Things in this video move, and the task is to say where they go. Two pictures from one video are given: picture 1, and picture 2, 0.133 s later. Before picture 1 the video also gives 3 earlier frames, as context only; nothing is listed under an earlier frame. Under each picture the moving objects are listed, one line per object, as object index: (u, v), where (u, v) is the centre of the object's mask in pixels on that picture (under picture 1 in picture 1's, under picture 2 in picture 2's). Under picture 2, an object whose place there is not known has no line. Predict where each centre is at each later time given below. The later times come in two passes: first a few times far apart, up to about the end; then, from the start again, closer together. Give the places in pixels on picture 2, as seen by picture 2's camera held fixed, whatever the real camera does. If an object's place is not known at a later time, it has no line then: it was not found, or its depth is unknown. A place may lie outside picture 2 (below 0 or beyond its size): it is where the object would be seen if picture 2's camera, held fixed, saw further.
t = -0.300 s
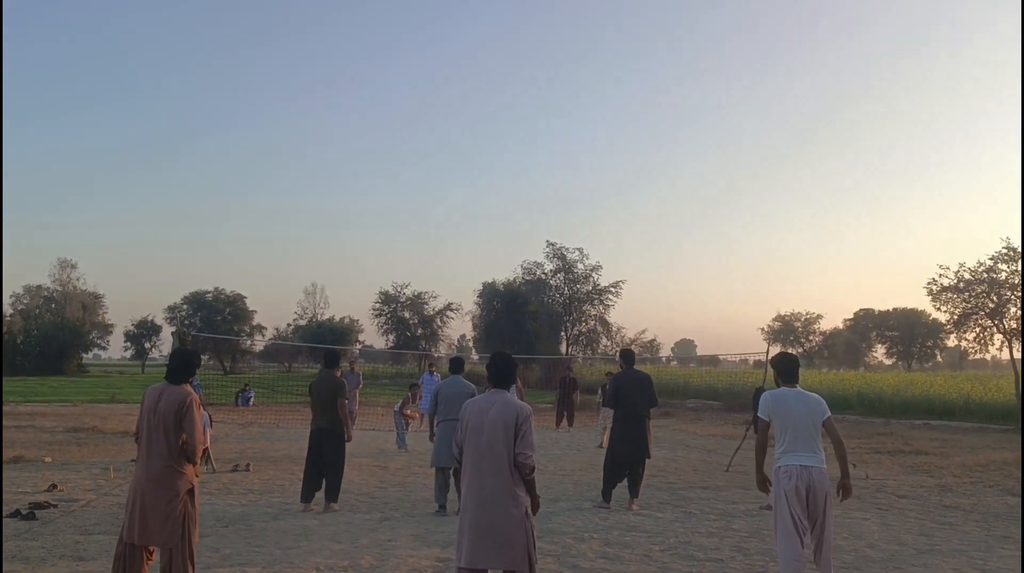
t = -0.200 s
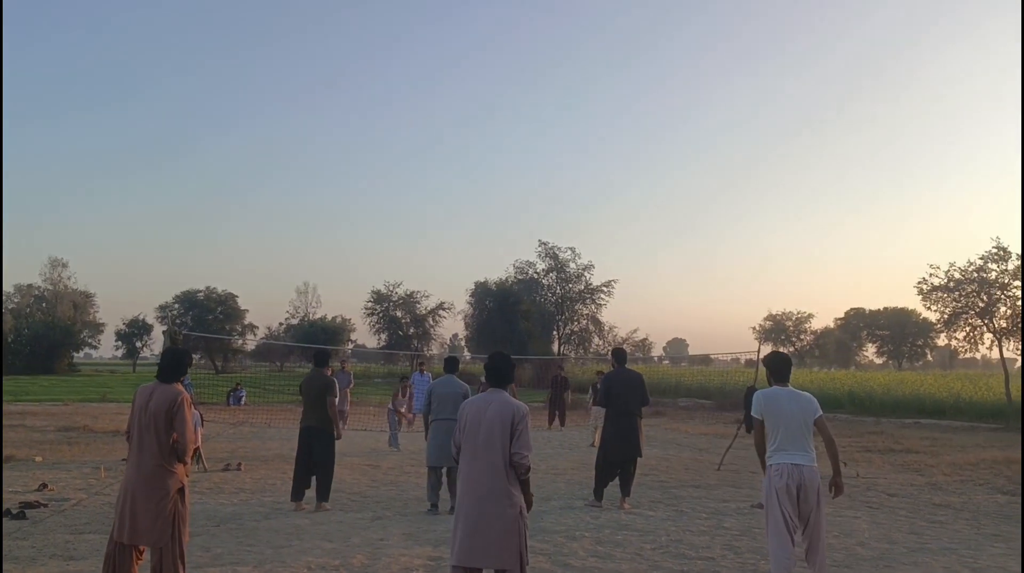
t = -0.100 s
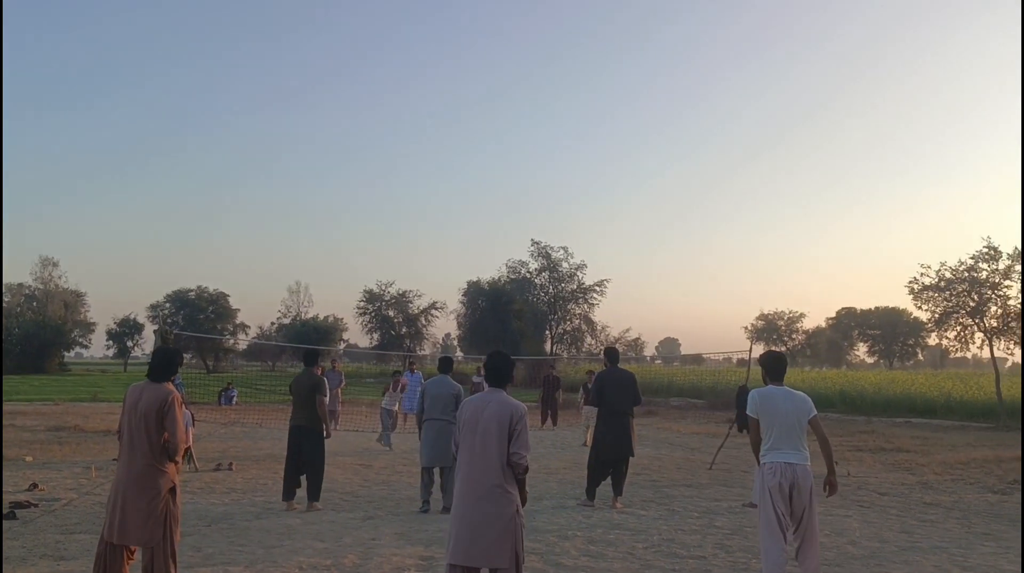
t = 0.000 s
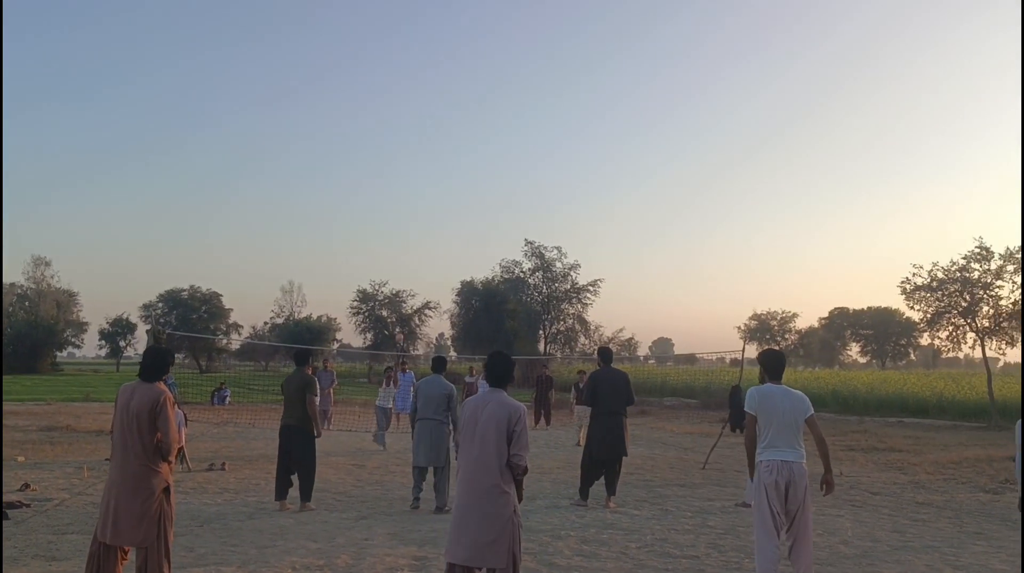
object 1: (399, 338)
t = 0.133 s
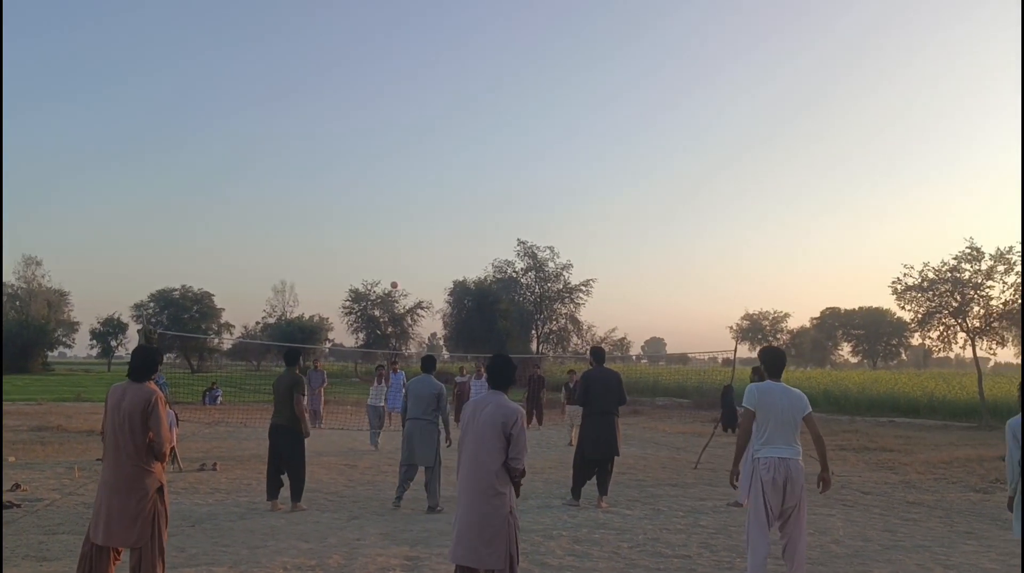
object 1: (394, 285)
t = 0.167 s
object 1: (394, 273)
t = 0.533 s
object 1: (403, 175)
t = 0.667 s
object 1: (407, 160)
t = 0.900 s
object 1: (415, 174)
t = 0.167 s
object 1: (394, 273)
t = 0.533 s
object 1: (403, 175)
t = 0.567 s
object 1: (404, 169)
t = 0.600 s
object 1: (404, 165)
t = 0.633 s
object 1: (406, 162)
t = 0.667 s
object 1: (407, 160)
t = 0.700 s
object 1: (408, 158)
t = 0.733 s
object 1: (409, 158)
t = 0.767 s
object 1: (410, 159)
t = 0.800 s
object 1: (411, 160)
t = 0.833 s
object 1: (412, 164)
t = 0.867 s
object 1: (414, 168)
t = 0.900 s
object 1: (415, 174)
